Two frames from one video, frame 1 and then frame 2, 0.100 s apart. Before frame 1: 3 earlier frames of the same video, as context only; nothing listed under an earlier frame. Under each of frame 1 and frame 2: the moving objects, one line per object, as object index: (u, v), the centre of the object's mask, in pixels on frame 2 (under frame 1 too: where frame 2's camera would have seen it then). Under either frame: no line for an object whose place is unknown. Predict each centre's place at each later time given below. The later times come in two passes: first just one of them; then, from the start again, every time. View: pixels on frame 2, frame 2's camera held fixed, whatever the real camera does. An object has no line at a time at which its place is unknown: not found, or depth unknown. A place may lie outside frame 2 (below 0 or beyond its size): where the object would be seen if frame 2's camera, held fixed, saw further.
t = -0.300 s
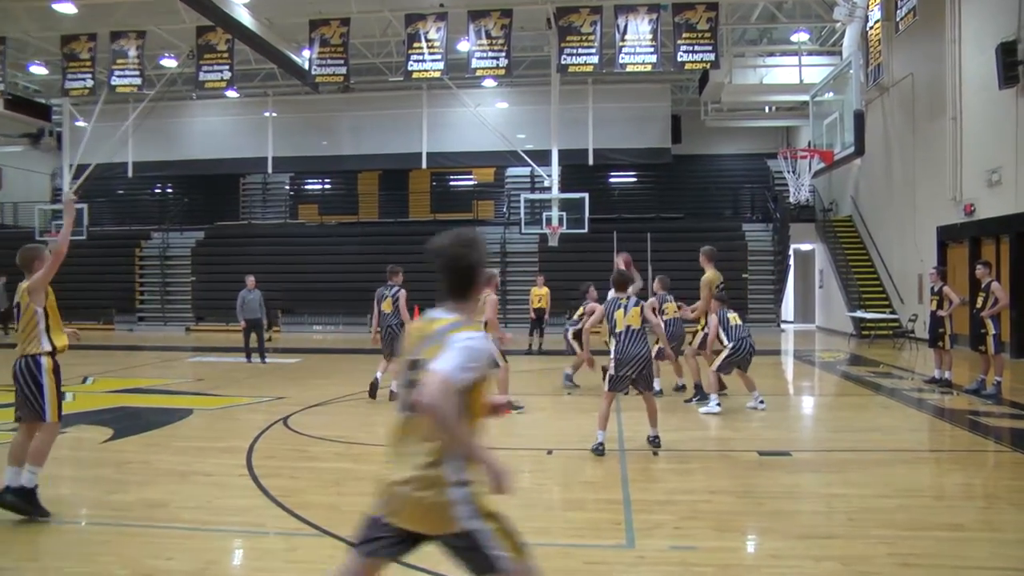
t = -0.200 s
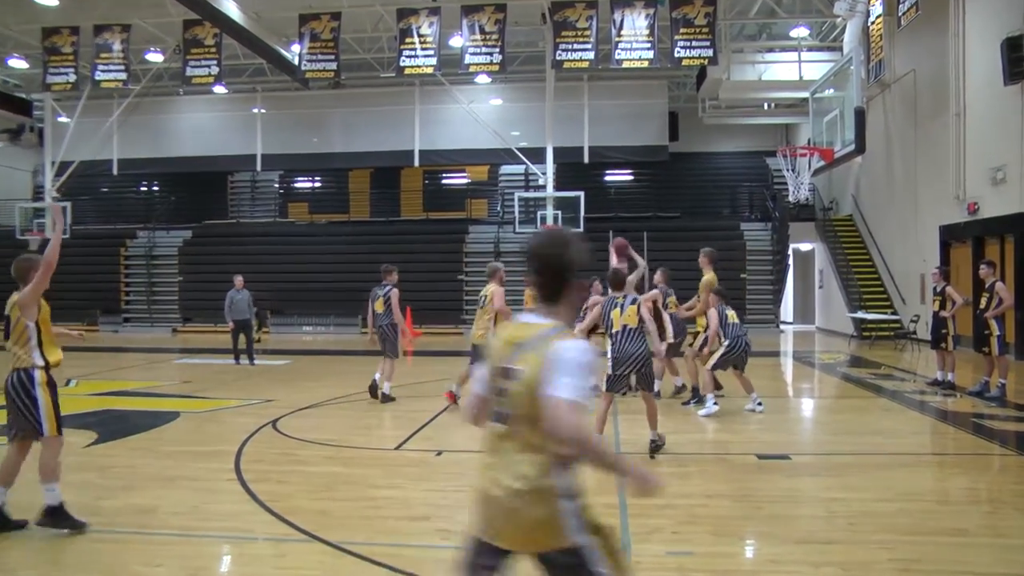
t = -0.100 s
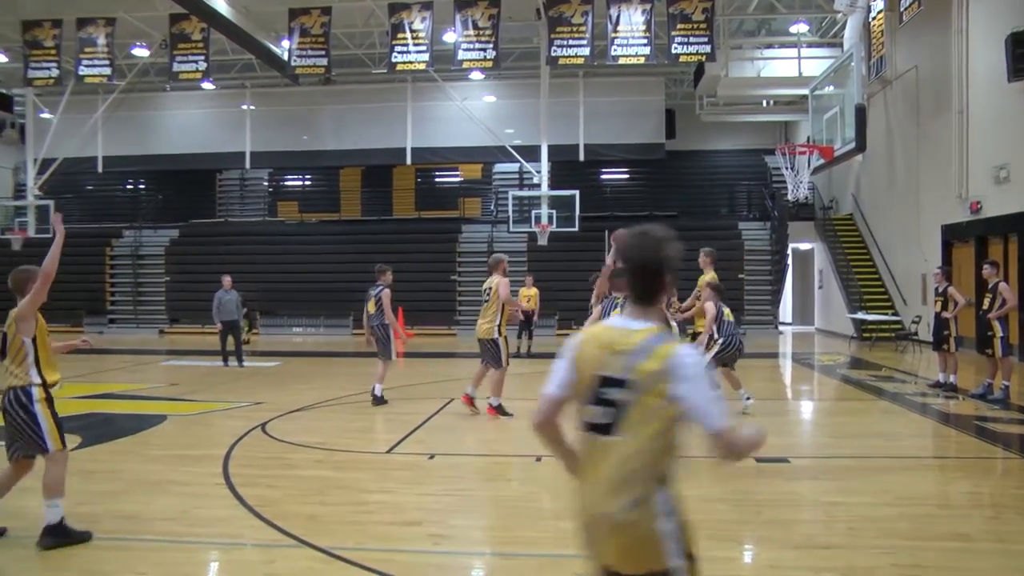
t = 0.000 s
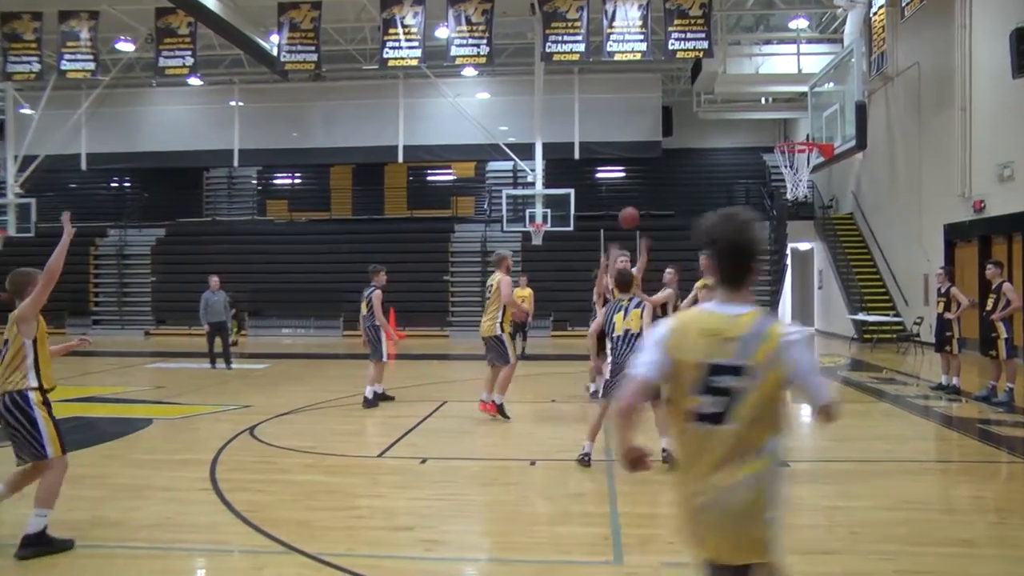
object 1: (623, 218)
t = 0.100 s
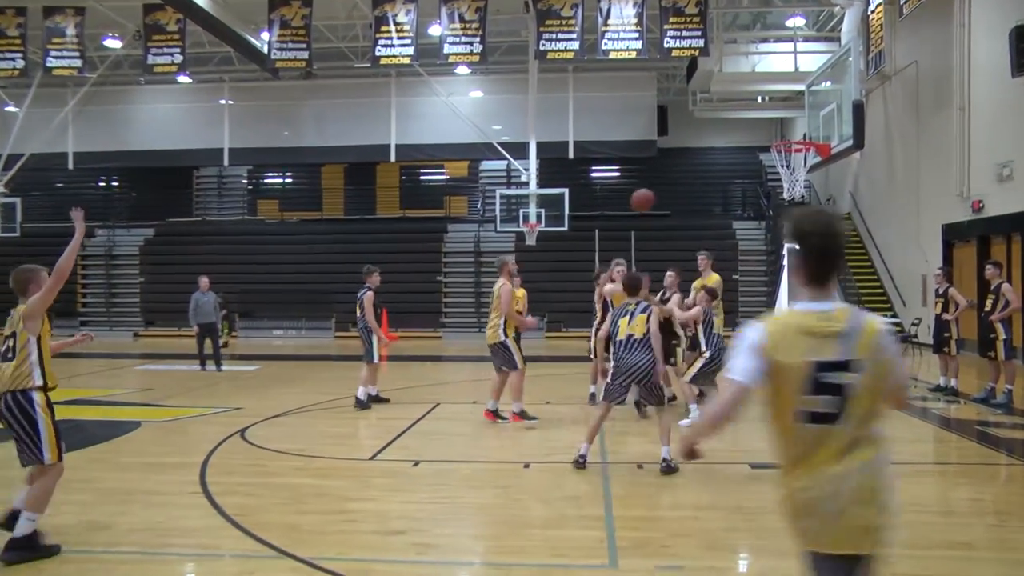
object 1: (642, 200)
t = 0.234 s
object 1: (680, 187)
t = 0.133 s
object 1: (651, 195)
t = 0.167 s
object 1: (660, 192)
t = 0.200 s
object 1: (669, 189)
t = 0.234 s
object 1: (680, 187)
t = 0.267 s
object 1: (691, 186)
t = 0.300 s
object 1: (704, 187)
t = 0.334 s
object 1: (717, 188)
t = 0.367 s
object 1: (734, 193)
